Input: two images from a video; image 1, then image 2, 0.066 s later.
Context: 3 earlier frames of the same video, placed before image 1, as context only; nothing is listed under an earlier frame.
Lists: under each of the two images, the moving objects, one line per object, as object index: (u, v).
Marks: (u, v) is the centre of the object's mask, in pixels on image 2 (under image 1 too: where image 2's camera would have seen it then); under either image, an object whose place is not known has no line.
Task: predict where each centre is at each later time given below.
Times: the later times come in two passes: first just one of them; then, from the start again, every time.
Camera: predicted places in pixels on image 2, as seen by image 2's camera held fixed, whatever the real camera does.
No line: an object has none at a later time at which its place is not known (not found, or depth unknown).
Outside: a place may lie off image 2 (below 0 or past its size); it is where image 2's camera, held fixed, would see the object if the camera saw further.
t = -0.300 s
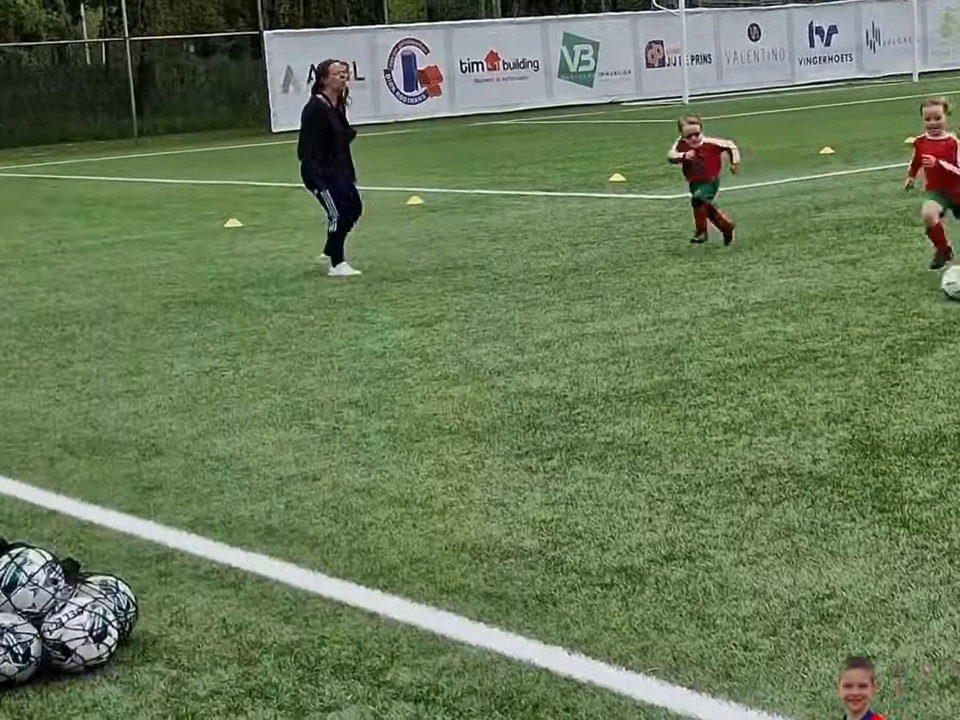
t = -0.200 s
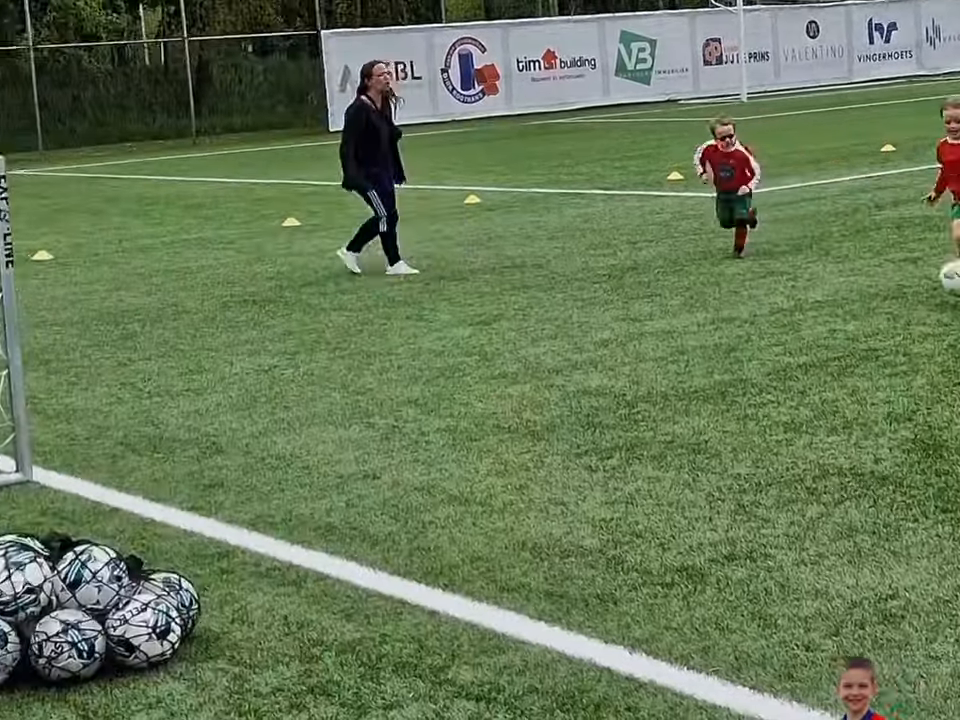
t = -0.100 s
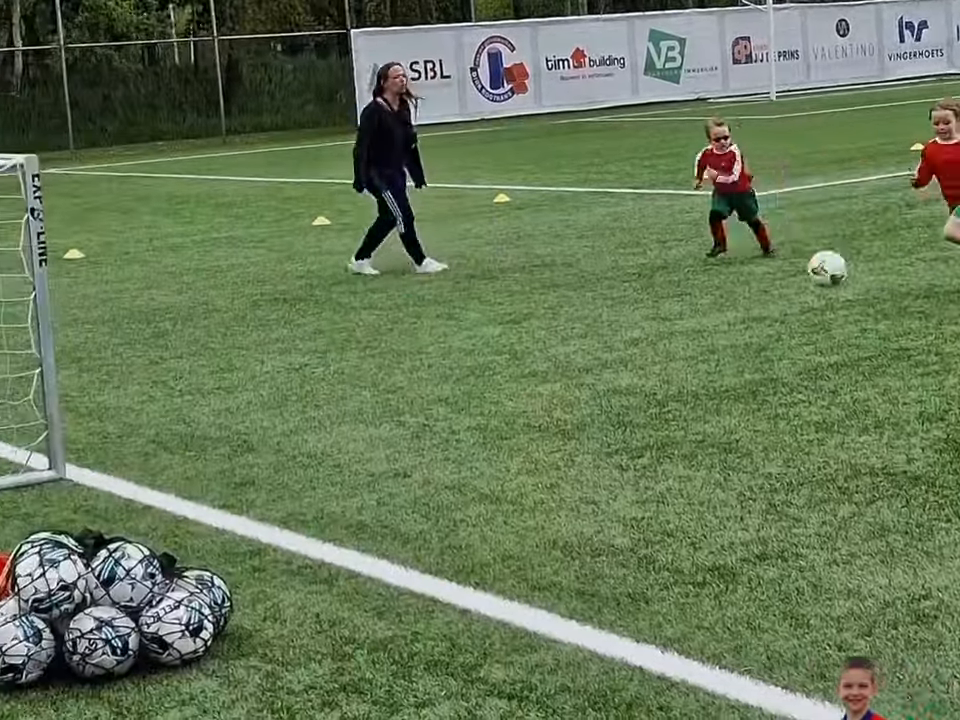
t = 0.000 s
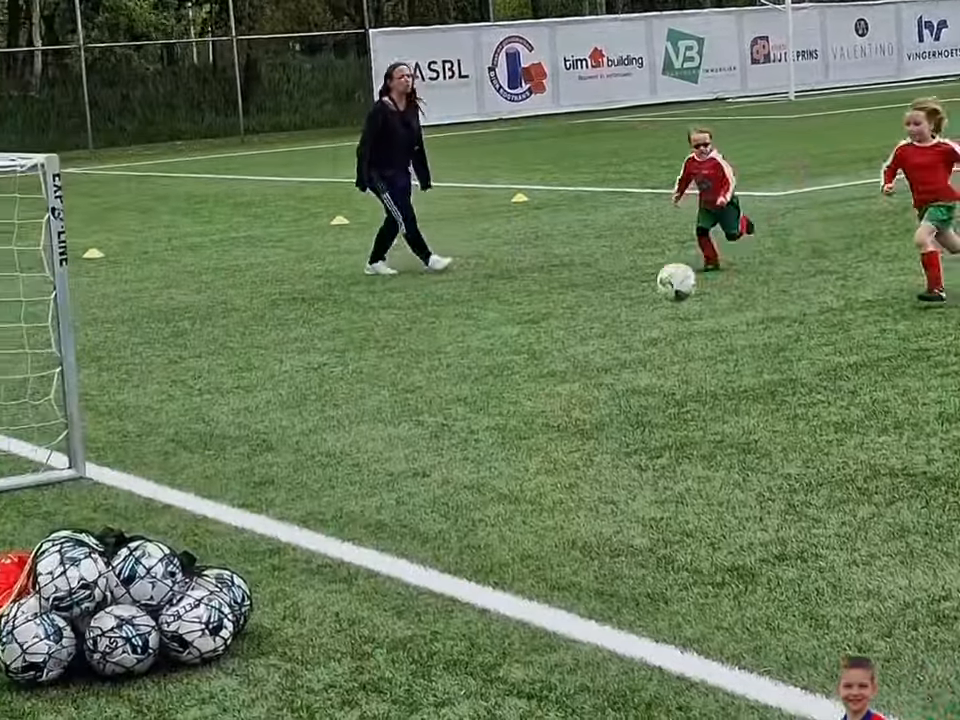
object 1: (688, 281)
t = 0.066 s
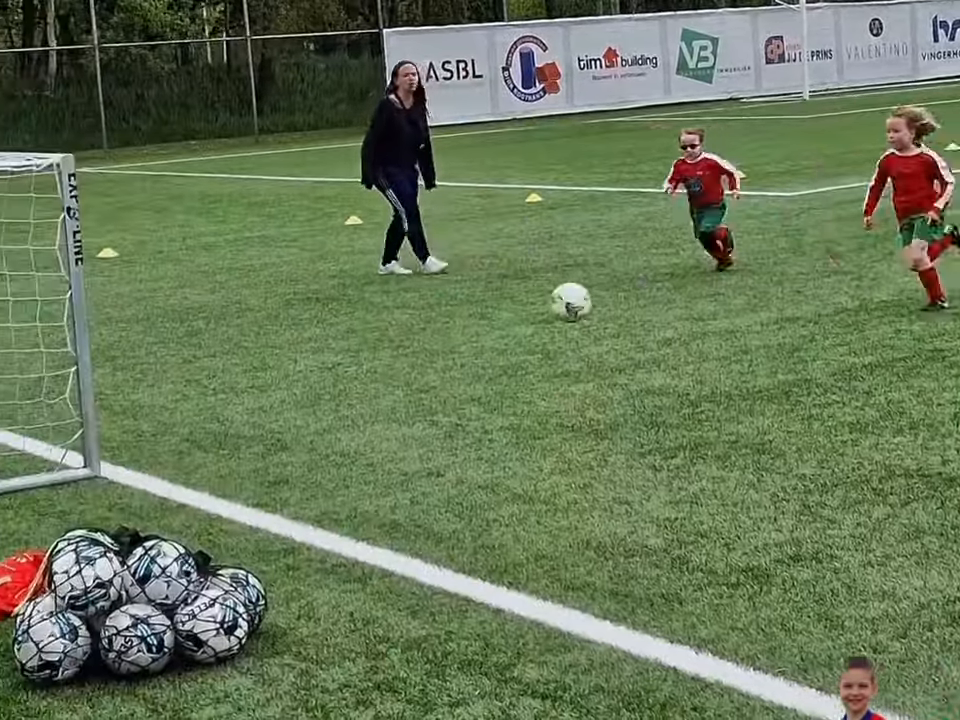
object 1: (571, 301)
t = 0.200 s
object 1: (319, 374)
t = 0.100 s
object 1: (509, 315)
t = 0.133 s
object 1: (447, 332)
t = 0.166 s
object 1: (383, 351)
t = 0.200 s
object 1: (319, 374)
